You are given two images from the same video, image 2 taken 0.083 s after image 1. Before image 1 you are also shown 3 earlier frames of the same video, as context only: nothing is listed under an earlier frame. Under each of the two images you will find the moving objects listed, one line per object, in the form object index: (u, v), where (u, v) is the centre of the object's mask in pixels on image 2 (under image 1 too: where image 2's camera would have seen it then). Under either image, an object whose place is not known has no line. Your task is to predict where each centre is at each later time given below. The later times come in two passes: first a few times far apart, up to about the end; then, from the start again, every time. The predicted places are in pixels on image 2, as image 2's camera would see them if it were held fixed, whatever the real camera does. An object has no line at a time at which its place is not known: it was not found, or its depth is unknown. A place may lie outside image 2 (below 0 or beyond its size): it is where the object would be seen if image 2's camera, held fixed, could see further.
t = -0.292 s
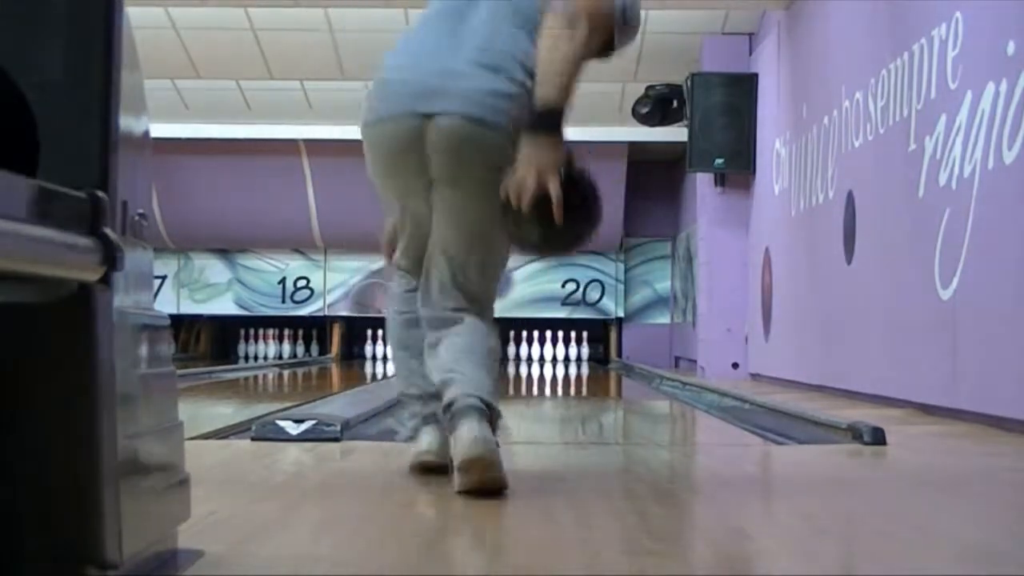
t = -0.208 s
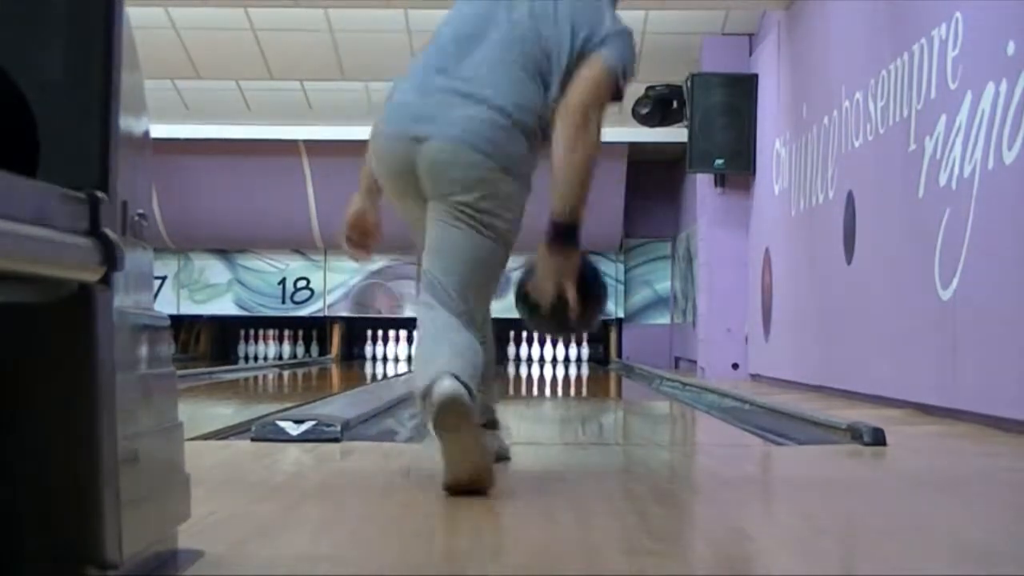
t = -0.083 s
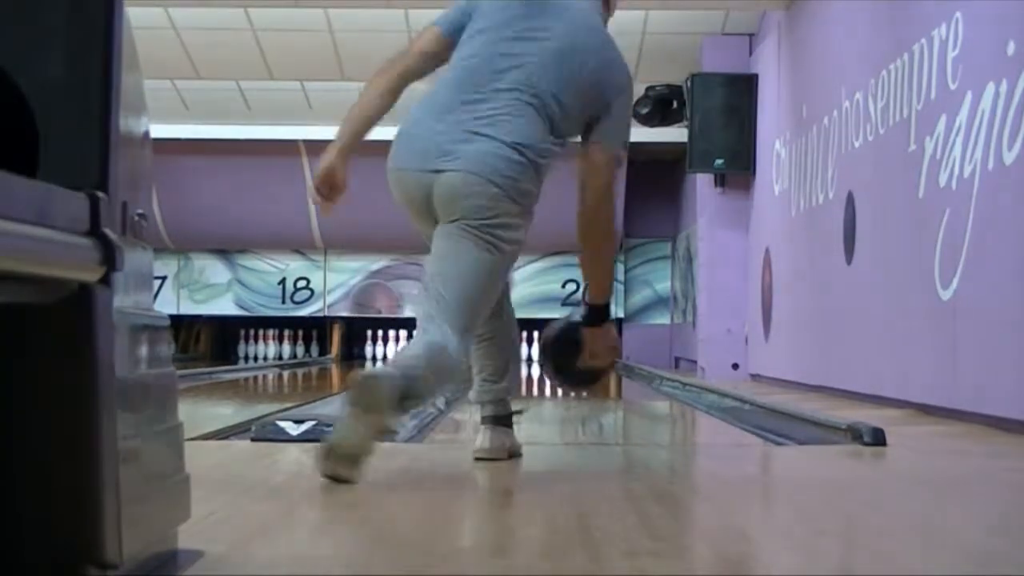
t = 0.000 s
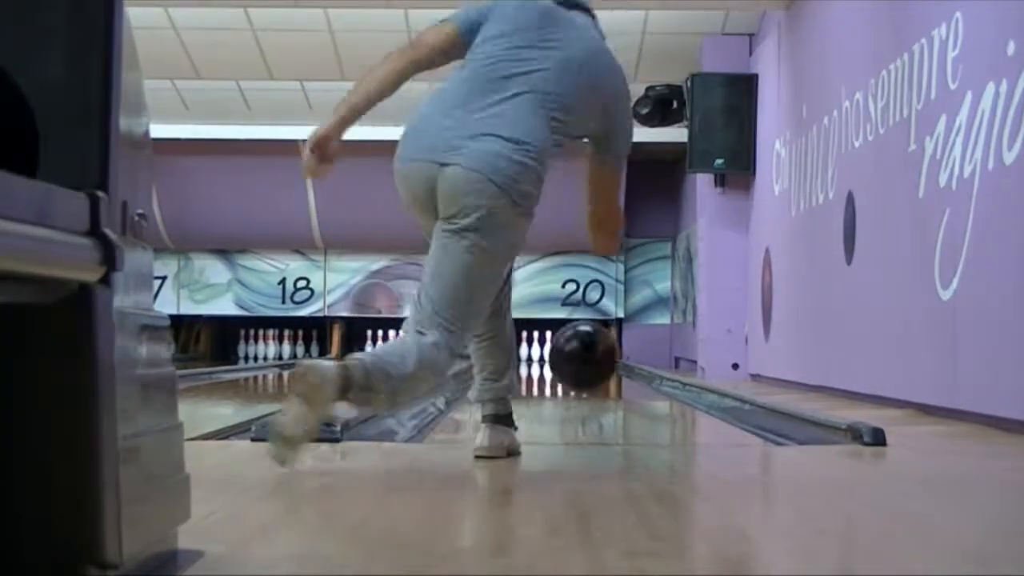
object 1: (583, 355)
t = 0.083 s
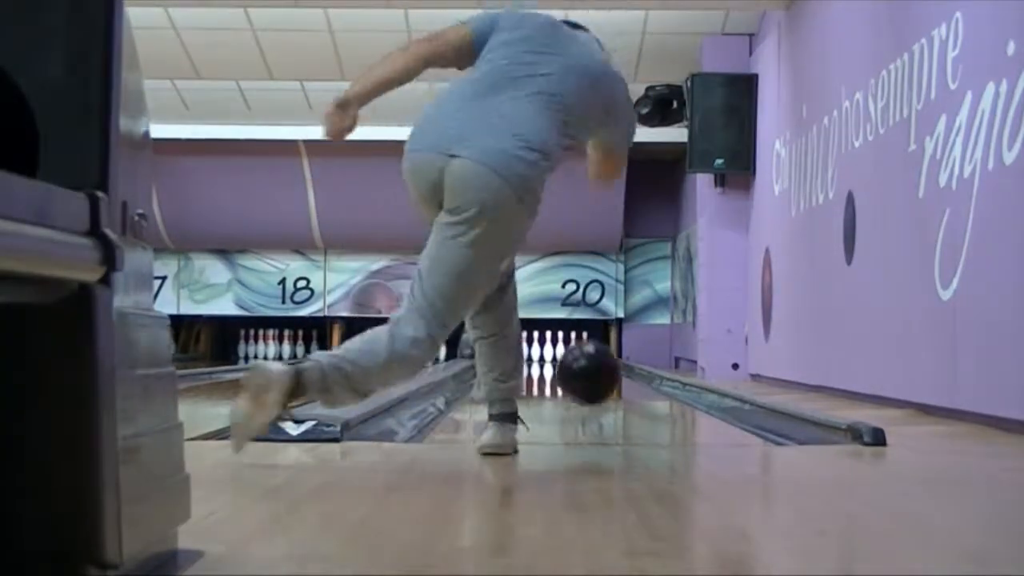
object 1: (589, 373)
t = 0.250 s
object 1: (595, 391)
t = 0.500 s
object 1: (600, 380)
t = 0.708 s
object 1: (601, 375)
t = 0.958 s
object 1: (602, 370)
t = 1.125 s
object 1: (602, 367)
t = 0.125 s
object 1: (591, 387)
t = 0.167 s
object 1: (592, 394)
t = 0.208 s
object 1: (594, 391)
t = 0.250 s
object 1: (595, 391)
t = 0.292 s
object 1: (596, 388)
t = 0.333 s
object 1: (597, 386)
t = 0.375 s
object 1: (598, 385)
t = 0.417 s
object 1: (599, 383)
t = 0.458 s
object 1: (599, 382)
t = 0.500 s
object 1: (600, 380)
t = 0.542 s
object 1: (600, 378)
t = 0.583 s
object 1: (600, 378)
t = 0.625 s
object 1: (601, 376)
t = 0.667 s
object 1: (601, 375)
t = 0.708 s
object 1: (601, 375)
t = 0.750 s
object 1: (605, 384)
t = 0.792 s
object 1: (598, 374)
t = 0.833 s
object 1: (601, 372)
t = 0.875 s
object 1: (602, 372)
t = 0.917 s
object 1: (602, 371)
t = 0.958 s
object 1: (602, 370)
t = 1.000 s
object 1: (602, 369)
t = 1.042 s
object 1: (602, 369)
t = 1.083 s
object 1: (602, 367)
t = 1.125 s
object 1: (602, 367)
